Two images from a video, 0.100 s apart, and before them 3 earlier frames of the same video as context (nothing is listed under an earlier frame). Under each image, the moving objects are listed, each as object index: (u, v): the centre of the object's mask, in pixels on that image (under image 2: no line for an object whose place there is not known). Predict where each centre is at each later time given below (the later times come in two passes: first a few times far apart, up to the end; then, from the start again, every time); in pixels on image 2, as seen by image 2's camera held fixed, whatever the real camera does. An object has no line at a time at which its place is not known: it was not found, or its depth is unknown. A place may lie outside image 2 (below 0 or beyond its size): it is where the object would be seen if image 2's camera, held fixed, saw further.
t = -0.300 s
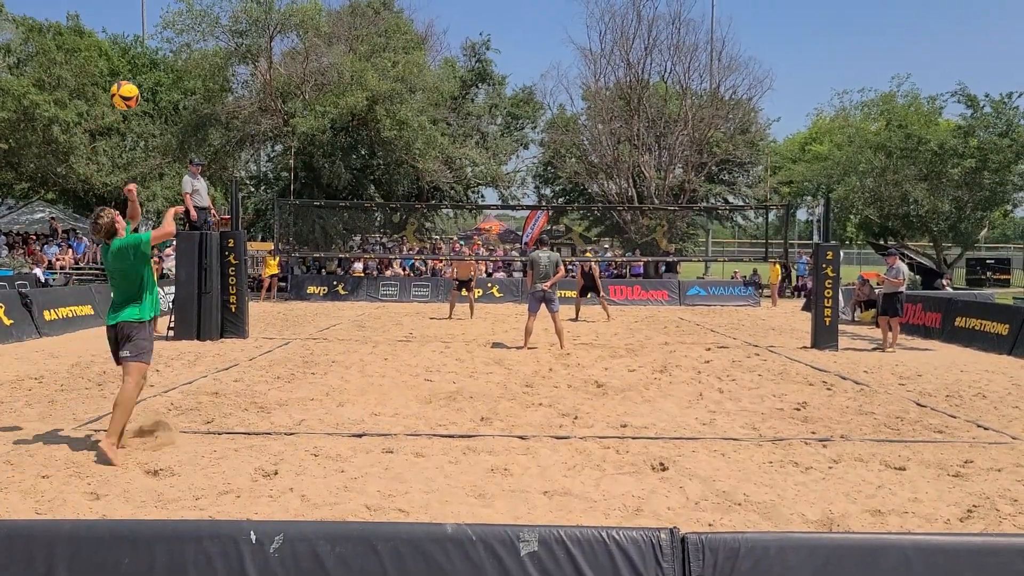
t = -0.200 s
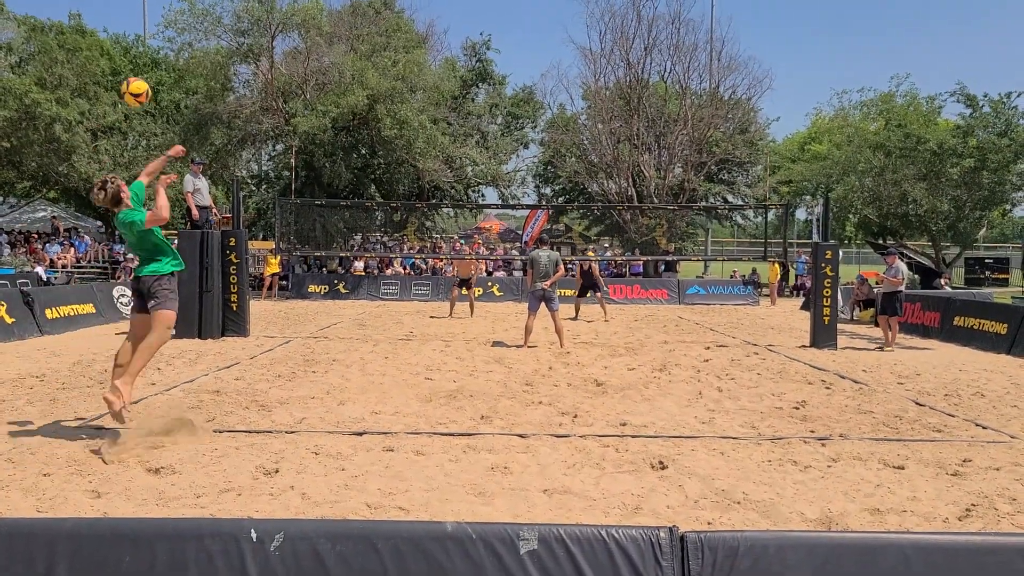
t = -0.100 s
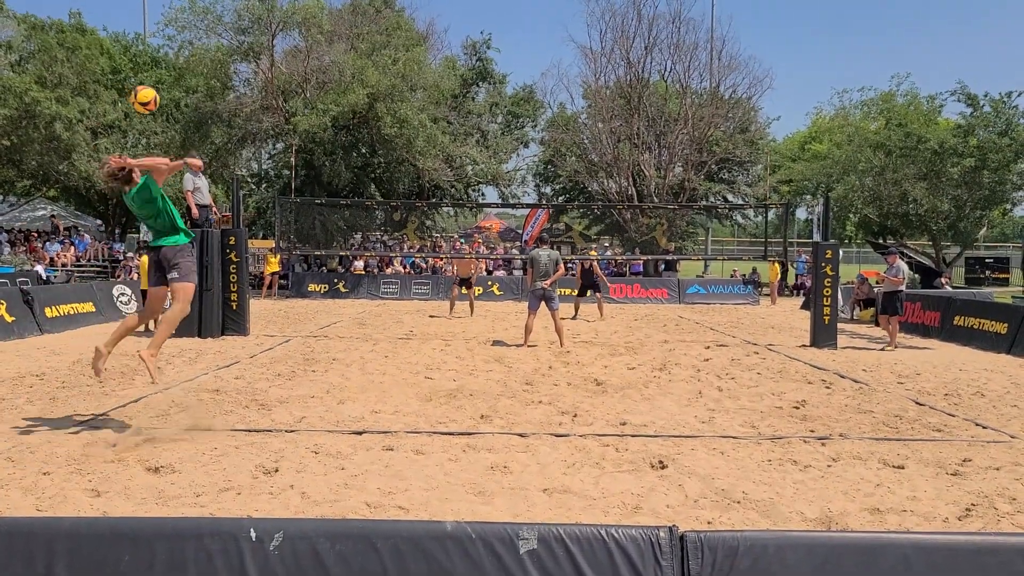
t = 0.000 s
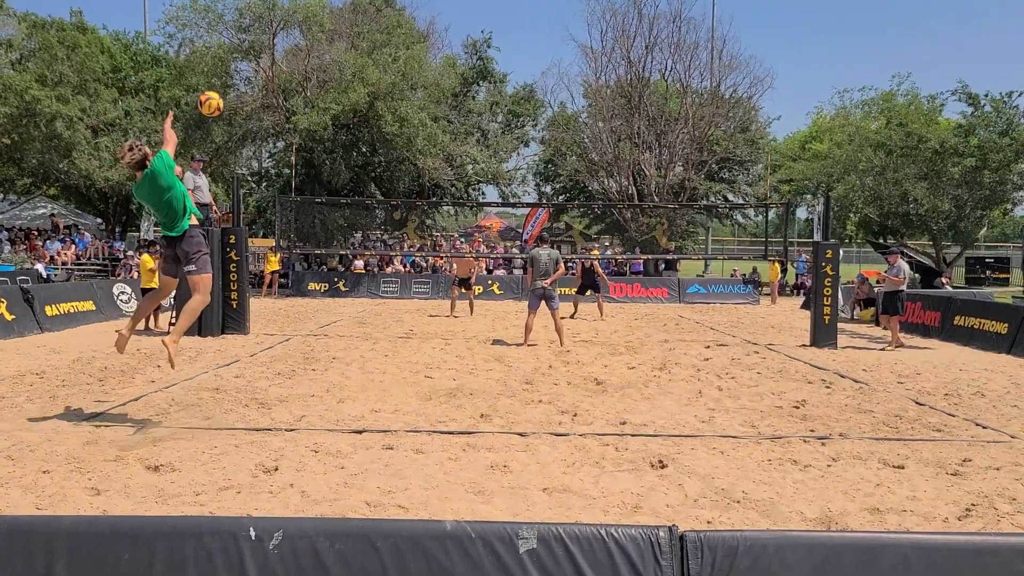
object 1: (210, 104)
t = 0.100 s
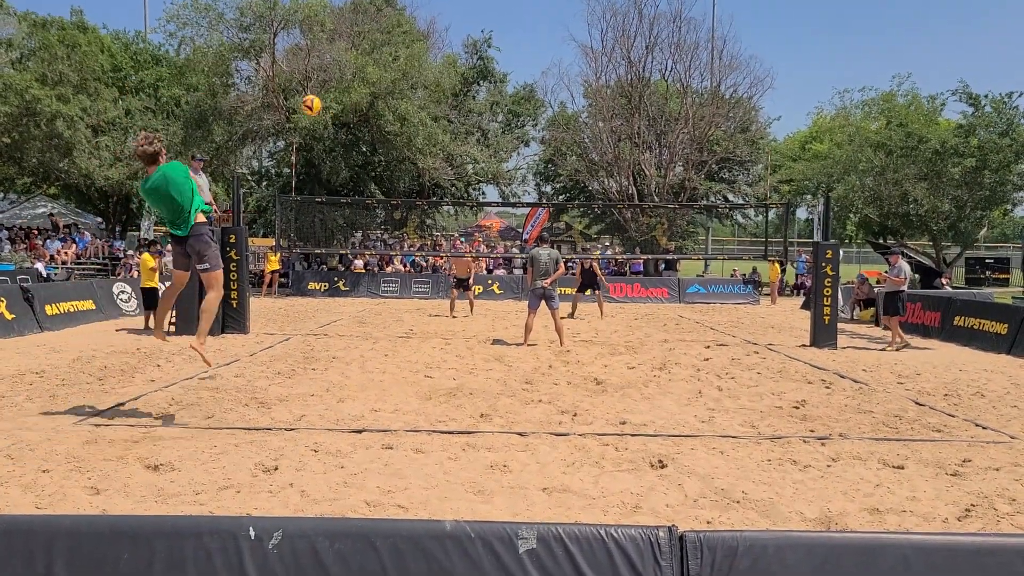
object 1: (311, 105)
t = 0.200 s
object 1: (383, 117)
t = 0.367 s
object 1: (467, 147)
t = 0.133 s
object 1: (338, 109)
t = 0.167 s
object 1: (361, 112)
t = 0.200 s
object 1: (383, 117)
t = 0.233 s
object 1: (403, 122)
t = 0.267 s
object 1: (421, 128)
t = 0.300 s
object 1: (438, 133)
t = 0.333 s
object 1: (453, 140)
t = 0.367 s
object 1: (467, 147)
